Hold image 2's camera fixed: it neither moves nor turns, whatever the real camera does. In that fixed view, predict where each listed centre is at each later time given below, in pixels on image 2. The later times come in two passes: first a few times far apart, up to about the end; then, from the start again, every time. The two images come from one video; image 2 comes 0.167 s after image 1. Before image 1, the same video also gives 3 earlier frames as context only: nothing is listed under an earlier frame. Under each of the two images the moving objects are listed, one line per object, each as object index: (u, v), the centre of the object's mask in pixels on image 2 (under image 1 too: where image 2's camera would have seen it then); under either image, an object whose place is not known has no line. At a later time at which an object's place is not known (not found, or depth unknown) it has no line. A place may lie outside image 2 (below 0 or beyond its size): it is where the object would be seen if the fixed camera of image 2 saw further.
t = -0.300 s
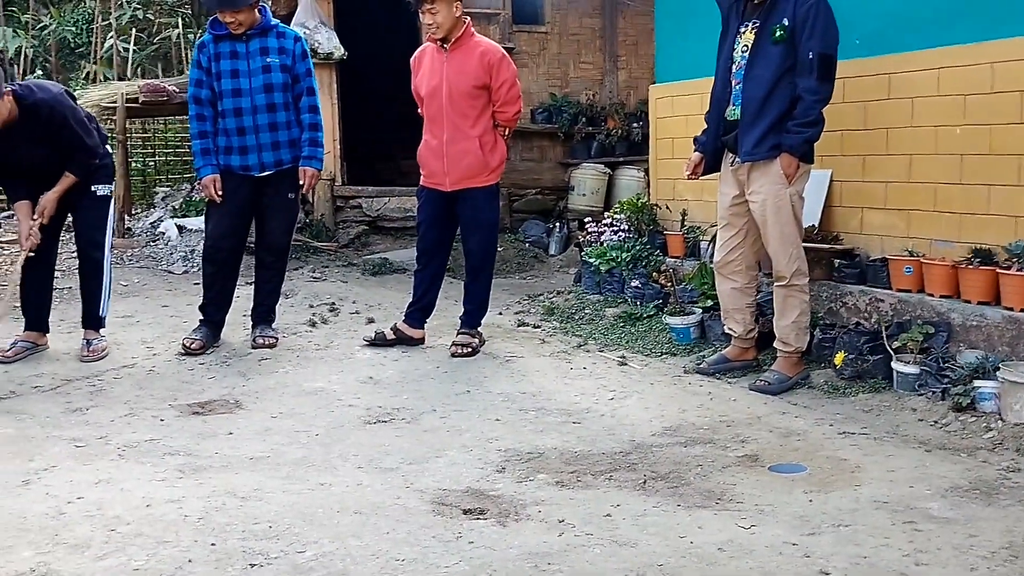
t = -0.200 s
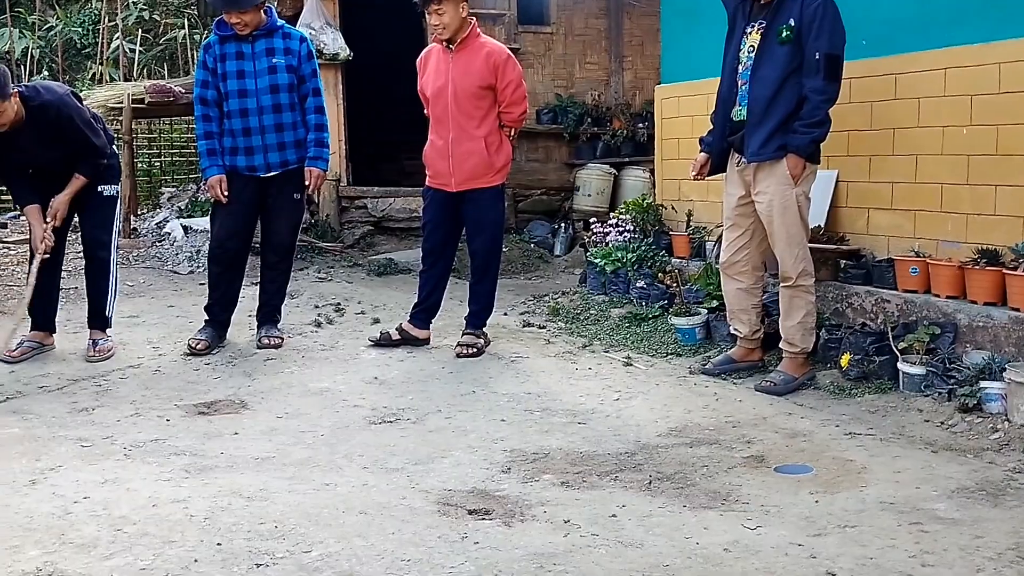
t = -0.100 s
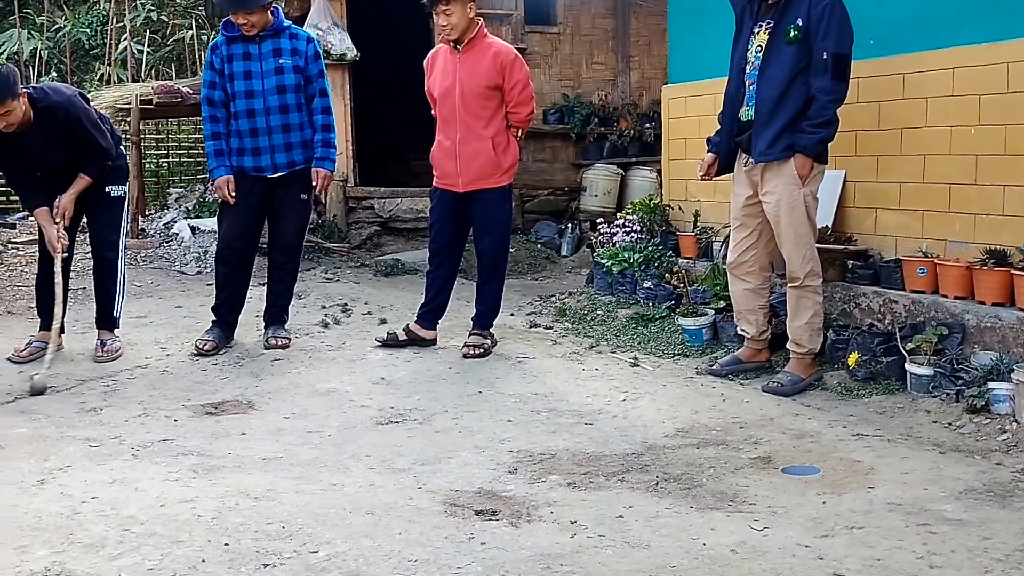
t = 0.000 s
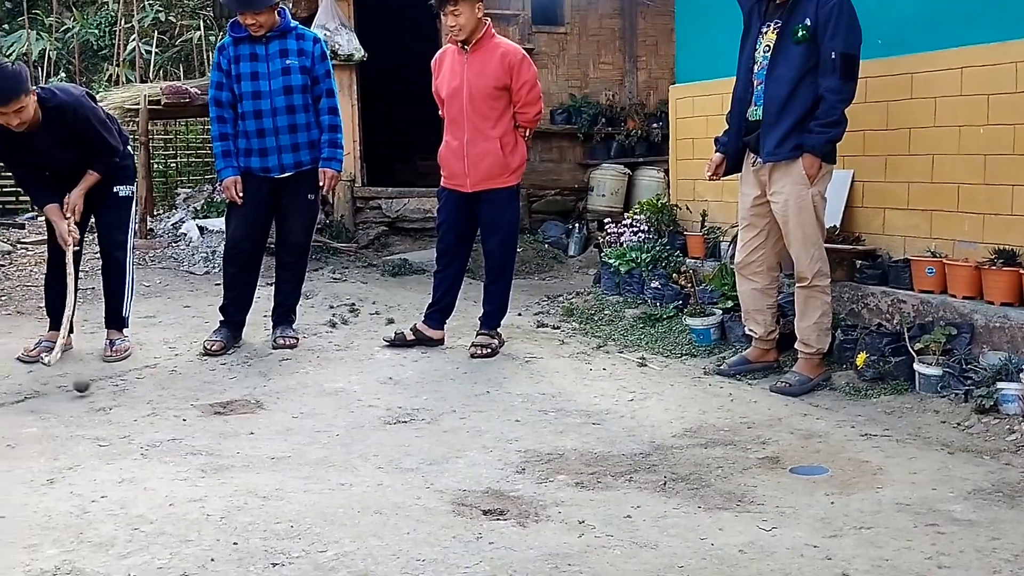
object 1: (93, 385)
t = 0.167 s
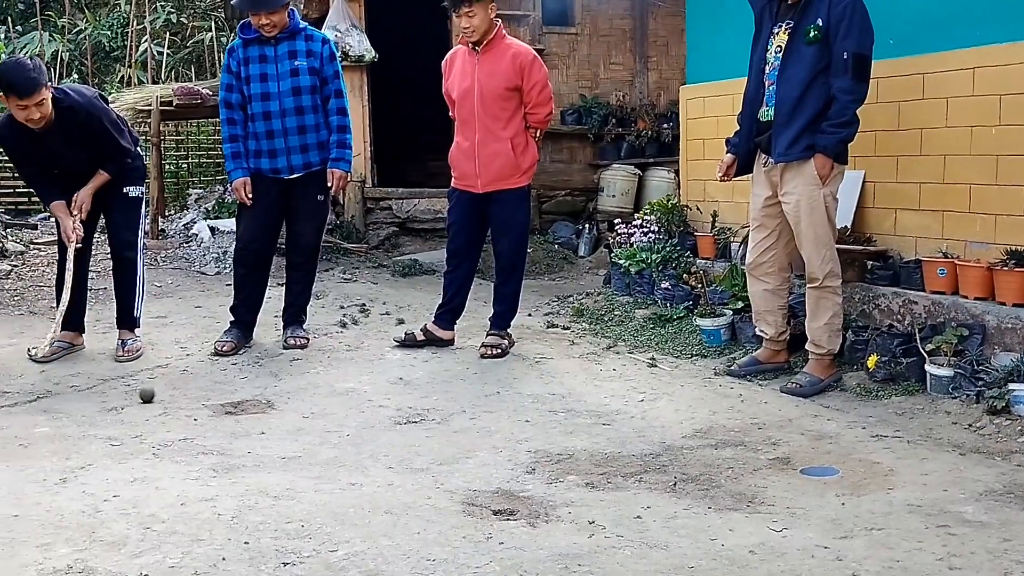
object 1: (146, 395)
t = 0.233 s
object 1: (167, 396)
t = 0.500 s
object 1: (250, 405)
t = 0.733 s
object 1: (327, 418)
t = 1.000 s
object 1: (413, 424)
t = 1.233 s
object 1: (489, 431)
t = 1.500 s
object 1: (566, 435)
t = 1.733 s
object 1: (625, 441)
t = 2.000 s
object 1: (678, 449)
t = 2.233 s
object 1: (721, 455)
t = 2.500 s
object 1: (758, 462)
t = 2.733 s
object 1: (790, 466)
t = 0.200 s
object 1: (157, 395)
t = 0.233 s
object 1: (167, 396)
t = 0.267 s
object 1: (177, 397)
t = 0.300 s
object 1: (186, 398)
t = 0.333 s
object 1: (197, 401)
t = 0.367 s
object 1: (207, 403)
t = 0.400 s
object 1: (218, 407)
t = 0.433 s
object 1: (229, 408)
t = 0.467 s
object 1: (239, 408)
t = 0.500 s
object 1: (250, 405)
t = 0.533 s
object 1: (260, 406)
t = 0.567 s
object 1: (271, 411)
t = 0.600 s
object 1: (282, 413)
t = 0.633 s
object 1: (294, 415)
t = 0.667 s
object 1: (304, 416)
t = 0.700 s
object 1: (315, 418)
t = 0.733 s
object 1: (327, 418)
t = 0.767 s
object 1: (337, 417)
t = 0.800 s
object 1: (348, 420)
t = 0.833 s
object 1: (358, 421)
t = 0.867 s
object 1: (369, 423)
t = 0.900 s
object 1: (380, 422)
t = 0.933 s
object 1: (391, 423)
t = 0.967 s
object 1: (402, 424)
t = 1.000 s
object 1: (413, 424)
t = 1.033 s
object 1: (423, 425)
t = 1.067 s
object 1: (434, 426)
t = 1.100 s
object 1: (445, 426)
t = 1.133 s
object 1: (457, 429)
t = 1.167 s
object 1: (467, 429)
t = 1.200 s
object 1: (478, 430)
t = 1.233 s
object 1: (489, 431)
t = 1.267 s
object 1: (500, 432)
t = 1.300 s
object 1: (510, 434)
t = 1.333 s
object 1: (520, 432)
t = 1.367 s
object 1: (529, 431)
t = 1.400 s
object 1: (539, 434)
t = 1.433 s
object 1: (549, 434)
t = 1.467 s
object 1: (557, 435)
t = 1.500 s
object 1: (566, 435)
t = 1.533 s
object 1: (575, 437)
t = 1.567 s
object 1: (583, 438)
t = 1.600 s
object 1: (592, 439)
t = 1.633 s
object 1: (601, 440)
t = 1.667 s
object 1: (609, 439)
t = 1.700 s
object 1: (617, 441)
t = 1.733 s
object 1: (625, 441)
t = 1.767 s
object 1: (633, 442)
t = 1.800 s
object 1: (640, 442)
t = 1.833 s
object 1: (646, 443)
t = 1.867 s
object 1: (653, 444)
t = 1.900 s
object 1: (659, 446)
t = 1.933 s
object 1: (665, 446)
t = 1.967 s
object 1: (672, 448)
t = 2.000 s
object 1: (678, 449)
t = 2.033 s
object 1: (685, 450)
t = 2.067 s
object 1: (691, 451)
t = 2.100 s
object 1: (697, 452)
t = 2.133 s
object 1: (703, 453)
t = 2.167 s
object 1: (709, 453)
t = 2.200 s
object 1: (715, 455)
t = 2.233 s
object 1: (721, 455)
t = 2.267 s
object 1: (726, 455)
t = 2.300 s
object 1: (731, 457)
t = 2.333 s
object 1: (736, 457)
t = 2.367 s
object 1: (740, 458)
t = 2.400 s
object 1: (745, 459)
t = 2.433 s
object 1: (748, 460)
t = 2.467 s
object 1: (753, 461)
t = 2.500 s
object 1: (758, 462)
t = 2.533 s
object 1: (763, 462)
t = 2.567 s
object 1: (767, 463)
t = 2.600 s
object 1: (773, 464)
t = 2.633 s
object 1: (777, 465)
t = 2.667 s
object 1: (782, 465)
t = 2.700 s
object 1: (786, 465)
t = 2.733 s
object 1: (790, 466)
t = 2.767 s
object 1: (795, 466)
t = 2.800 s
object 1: (800, 467)
